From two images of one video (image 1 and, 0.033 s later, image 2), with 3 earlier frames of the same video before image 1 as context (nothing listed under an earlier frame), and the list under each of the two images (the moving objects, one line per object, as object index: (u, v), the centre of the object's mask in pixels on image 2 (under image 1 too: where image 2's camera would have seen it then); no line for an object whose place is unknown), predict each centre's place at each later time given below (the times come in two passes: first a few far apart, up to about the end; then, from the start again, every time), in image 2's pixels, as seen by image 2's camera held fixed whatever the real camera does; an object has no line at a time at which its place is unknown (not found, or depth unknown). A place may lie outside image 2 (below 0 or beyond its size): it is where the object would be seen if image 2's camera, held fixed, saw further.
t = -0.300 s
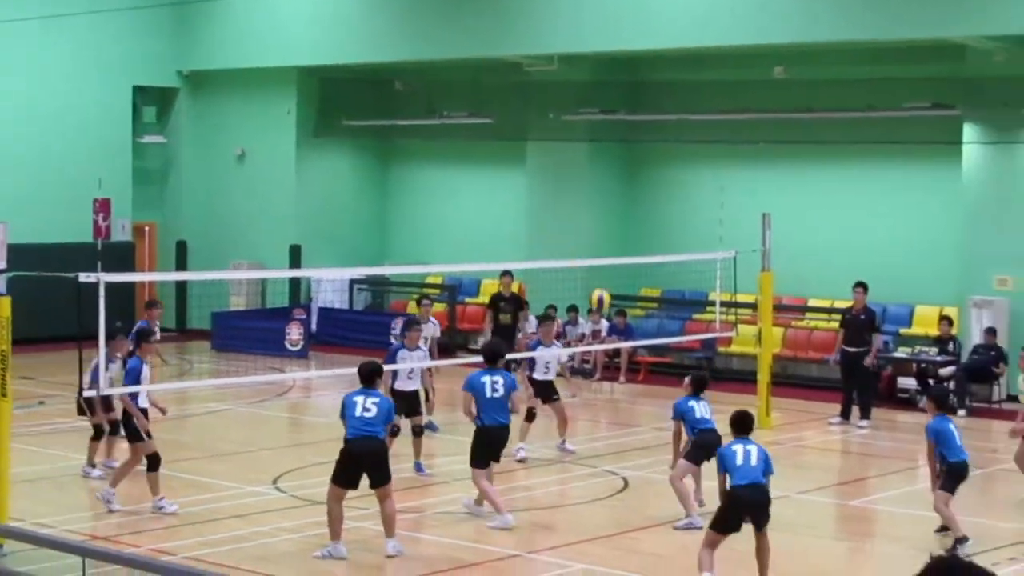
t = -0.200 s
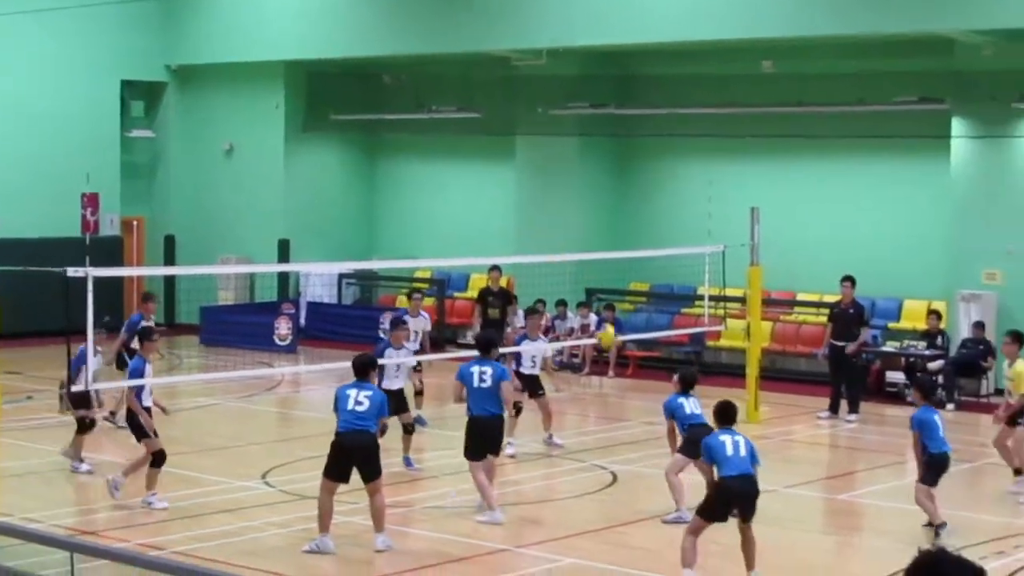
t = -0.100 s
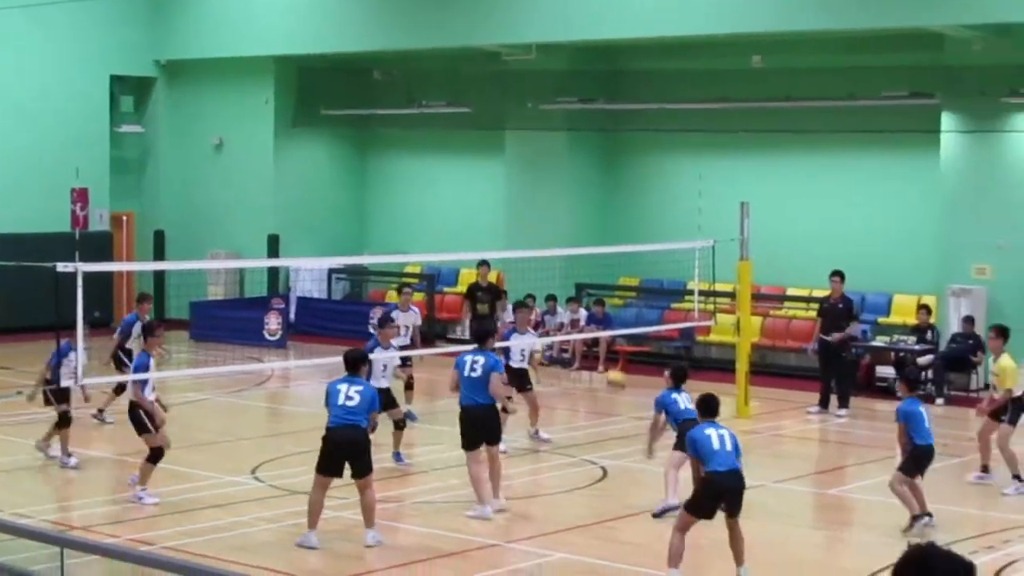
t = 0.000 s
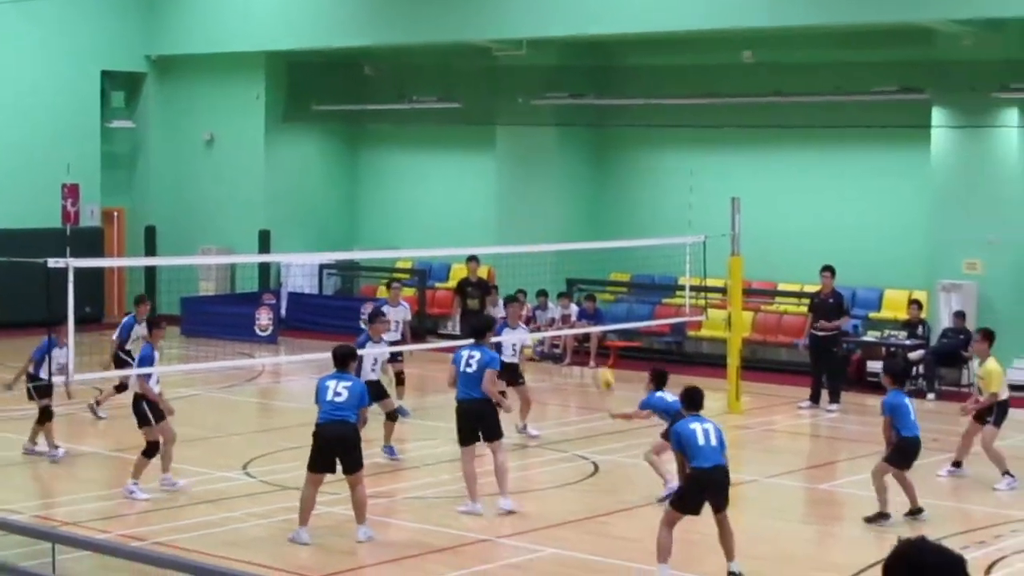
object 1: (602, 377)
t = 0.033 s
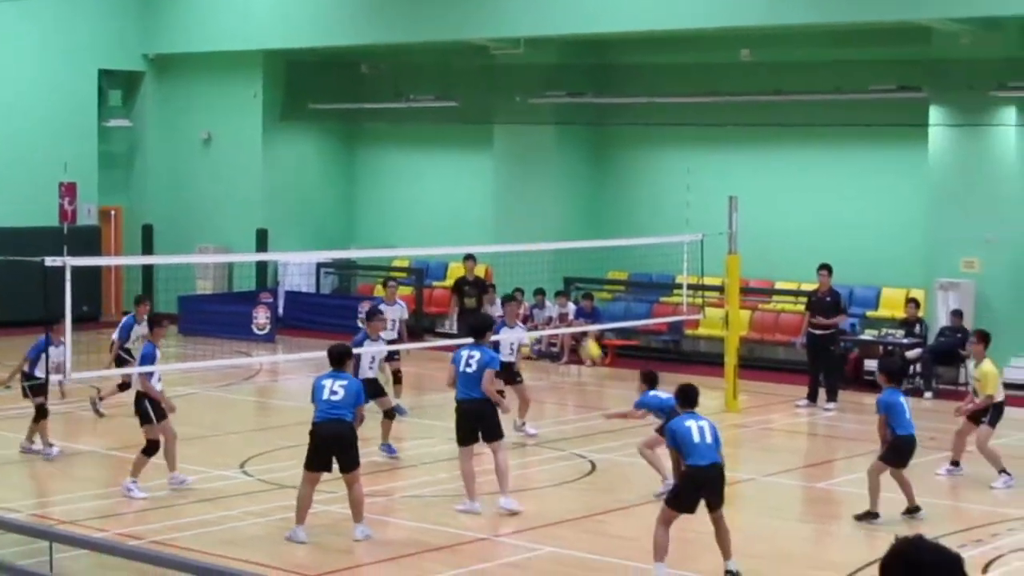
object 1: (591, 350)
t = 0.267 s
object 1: (509, 198)
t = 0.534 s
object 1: (423, 95)
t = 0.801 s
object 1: (345, 67)
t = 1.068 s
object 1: (269, 106)
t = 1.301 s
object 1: (207, 192)
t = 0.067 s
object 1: (580, 327)
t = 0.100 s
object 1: (565, 302)
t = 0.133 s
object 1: (556, 278)
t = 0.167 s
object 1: (543, 257)
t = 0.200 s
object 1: (532, 235)
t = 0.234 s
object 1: (520, 217)
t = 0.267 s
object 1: (509, 198)
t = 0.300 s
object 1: (498, 181)
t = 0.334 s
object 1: (485, 164)
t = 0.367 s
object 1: (477, 150)
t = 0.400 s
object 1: (467, 137)
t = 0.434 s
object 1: (456, 125)
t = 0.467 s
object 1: (445, 115)
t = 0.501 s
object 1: (434, 104)
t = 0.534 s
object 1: (423, 95)
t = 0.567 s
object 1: (413, 88)
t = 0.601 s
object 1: (402, 82)
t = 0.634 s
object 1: (393, 77)
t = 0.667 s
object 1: (383, 73)
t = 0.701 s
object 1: (373, 70)
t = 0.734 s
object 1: (363, 68)
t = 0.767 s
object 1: (354, 67)
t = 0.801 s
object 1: (345, 67)
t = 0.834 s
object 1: (335, 68)
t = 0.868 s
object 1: (325, 70)
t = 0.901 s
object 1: (315, 74)
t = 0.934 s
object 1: (306, 78)
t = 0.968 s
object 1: (297, 84)
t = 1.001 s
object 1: (286, 91)
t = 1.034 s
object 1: (277, 97)
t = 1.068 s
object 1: (269, 106)
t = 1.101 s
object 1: (260, 116)
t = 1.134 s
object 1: (250, 126)
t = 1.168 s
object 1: (241, 138)
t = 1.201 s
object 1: (232, 150)
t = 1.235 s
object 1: (224, 163)
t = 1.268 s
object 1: (216, 177)
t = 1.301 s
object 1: (207, 192)
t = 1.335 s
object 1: (198, 209)
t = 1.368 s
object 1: (190, 226)
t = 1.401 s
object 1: (181, 243)
